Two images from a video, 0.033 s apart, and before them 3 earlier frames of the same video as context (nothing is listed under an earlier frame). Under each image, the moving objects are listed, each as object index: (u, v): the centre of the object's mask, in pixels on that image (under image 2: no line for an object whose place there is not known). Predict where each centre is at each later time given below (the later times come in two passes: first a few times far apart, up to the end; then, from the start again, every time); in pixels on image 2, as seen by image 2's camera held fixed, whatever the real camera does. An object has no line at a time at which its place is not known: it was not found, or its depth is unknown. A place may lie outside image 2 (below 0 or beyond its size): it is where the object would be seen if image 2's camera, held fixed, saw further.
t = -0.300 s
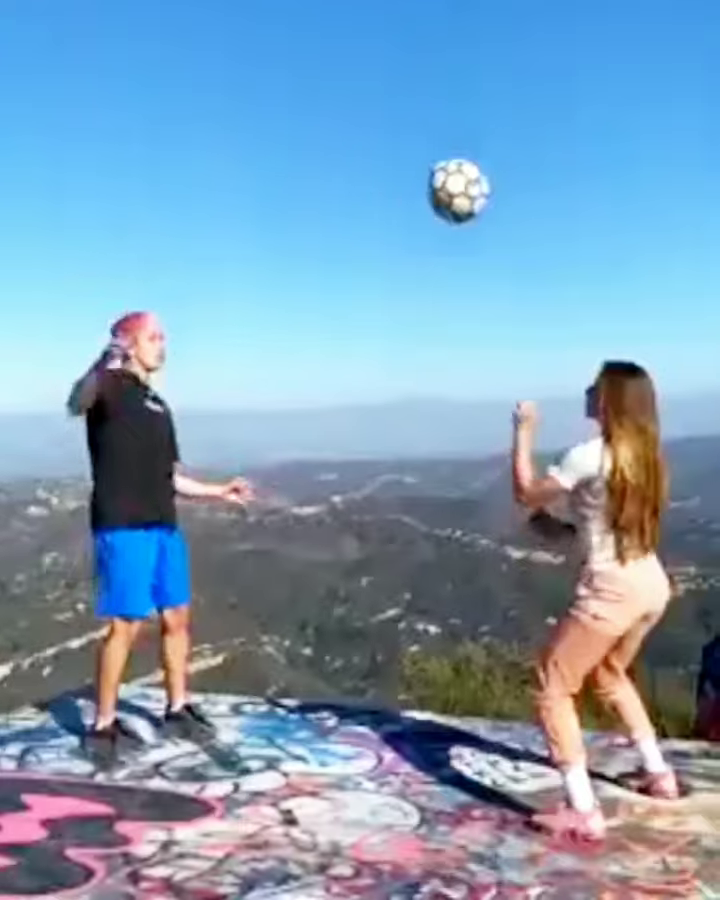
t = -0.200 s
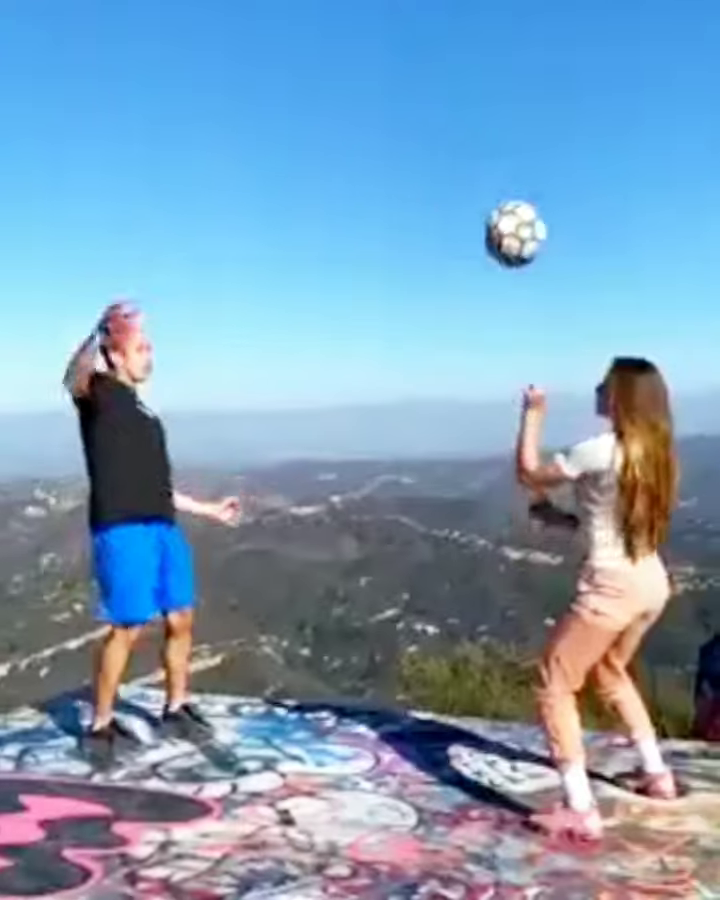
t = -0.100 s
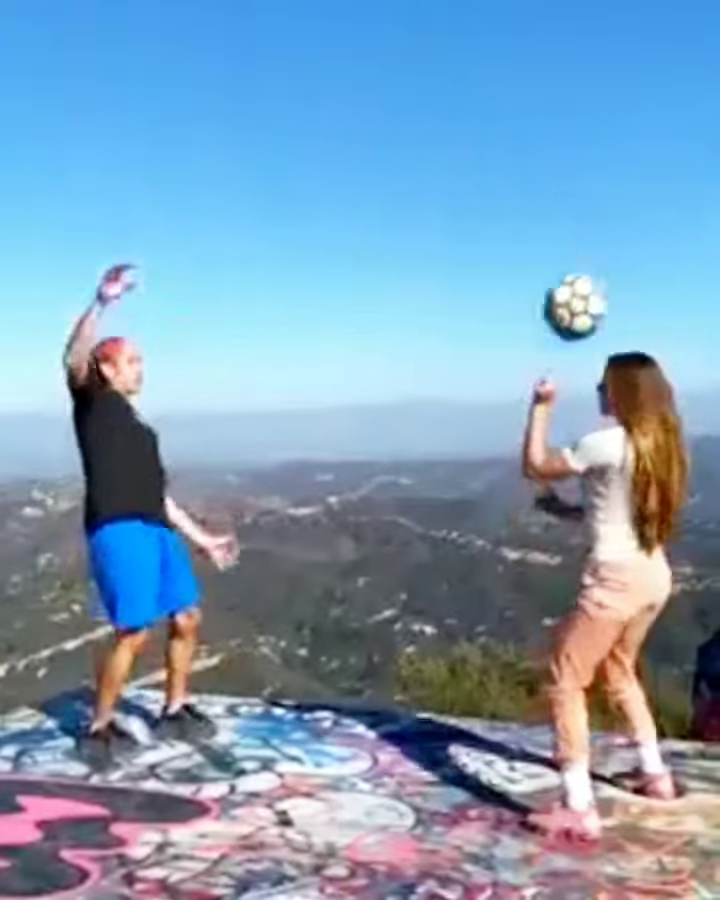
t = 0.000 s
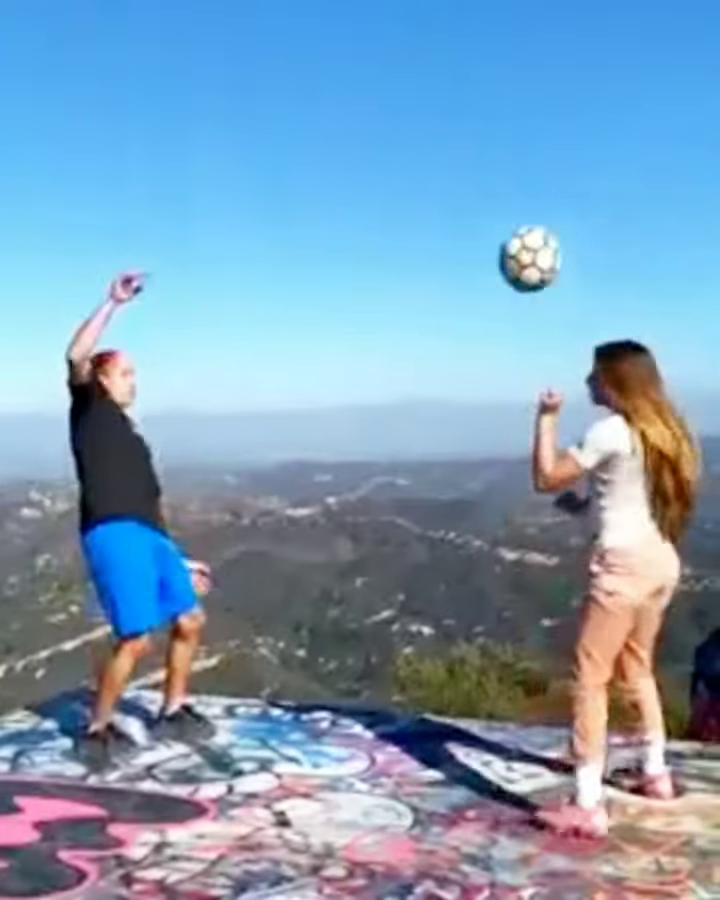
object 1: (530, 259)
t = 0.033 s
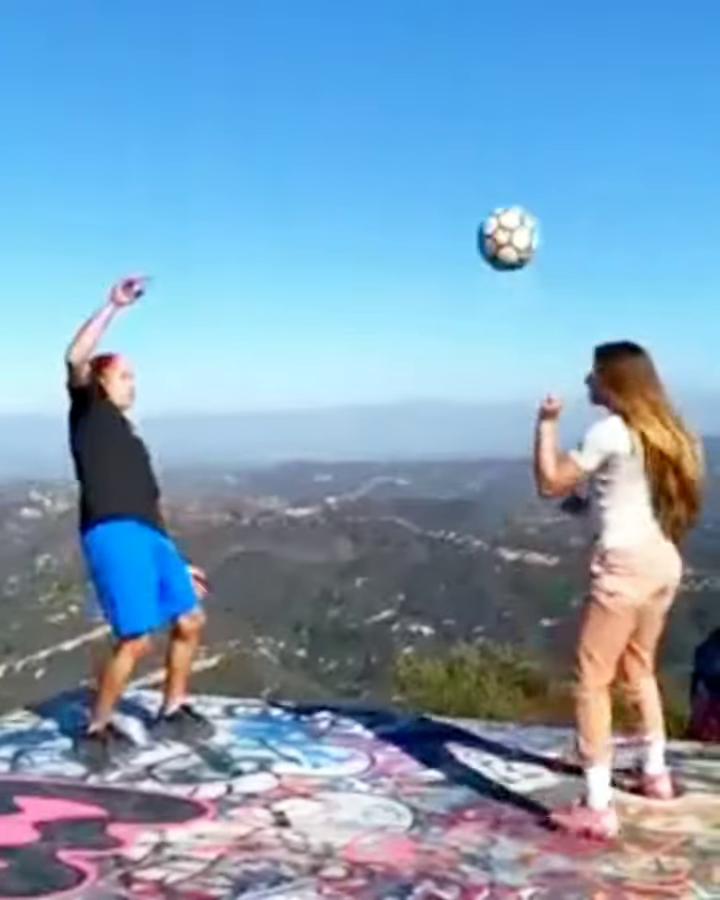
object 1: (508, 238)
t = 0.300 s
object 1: (350, 188)
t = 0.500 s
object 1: (234, 298)
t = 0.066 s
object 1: (486, 219)
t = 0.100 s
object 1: (466, 205)
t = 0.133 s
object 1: (445, 194)
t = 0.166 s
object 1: (426, 187)
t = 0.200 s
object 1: (406, 182)
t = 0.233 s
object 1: (387, 181)
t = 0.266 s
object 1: (368, 183)
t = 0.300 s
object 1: (350, 188)
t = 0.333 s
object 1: (315, 207)
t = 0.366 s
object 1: (298, 220)
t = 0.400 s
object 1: (282, 236)
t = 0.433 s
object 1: (266, 254)
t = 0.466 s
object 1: (250, 275)
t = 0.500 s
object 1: (234, 298)
